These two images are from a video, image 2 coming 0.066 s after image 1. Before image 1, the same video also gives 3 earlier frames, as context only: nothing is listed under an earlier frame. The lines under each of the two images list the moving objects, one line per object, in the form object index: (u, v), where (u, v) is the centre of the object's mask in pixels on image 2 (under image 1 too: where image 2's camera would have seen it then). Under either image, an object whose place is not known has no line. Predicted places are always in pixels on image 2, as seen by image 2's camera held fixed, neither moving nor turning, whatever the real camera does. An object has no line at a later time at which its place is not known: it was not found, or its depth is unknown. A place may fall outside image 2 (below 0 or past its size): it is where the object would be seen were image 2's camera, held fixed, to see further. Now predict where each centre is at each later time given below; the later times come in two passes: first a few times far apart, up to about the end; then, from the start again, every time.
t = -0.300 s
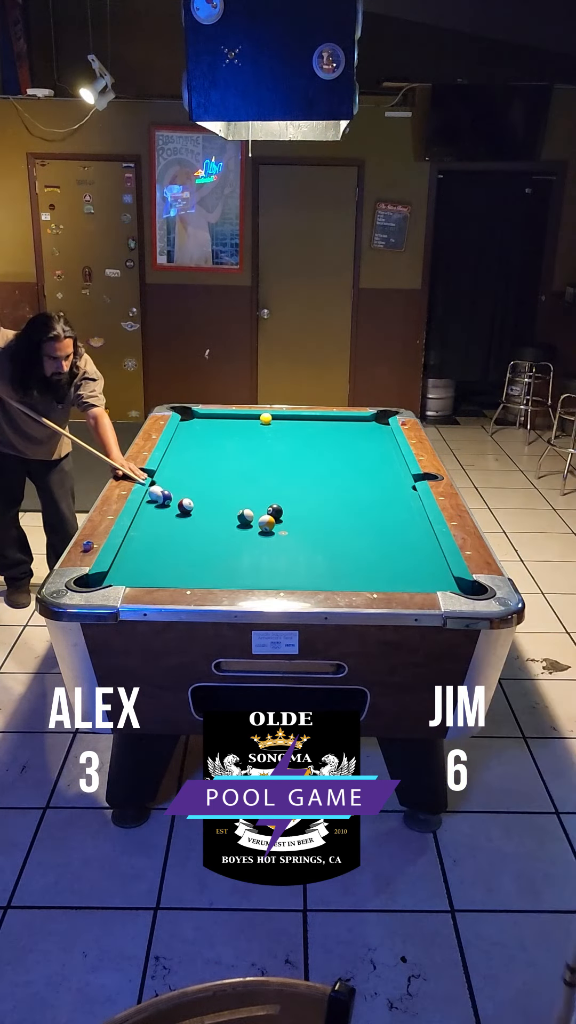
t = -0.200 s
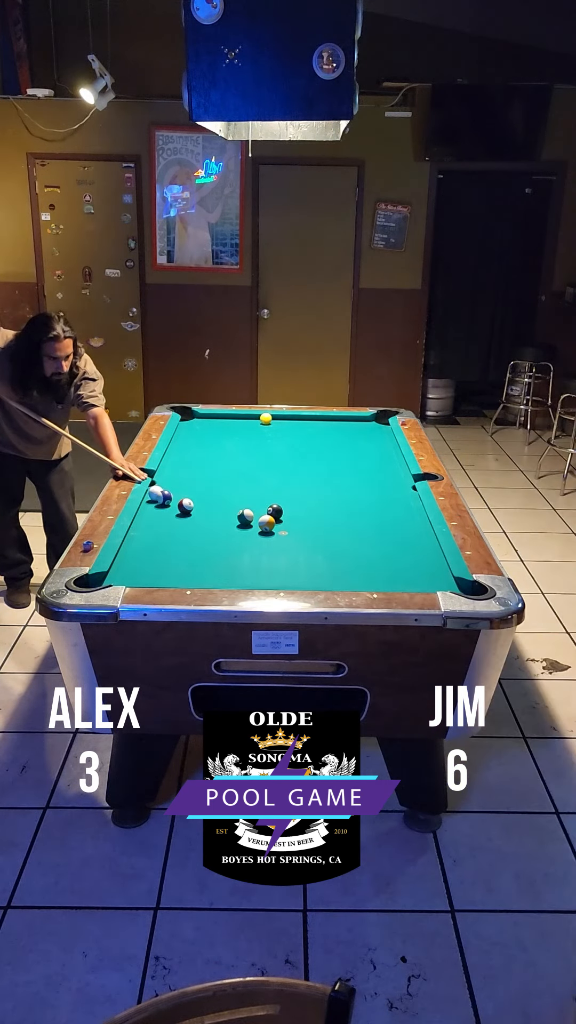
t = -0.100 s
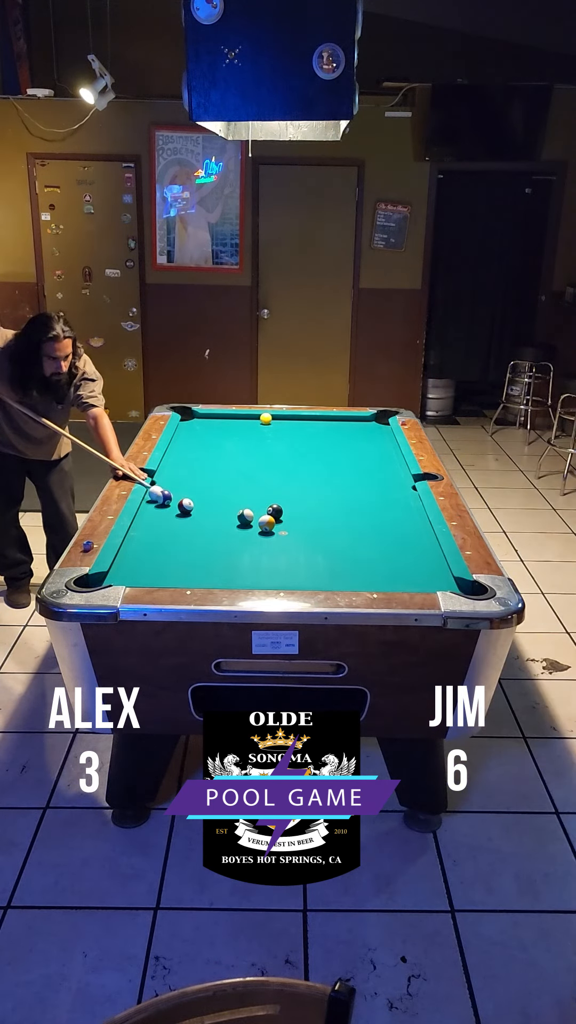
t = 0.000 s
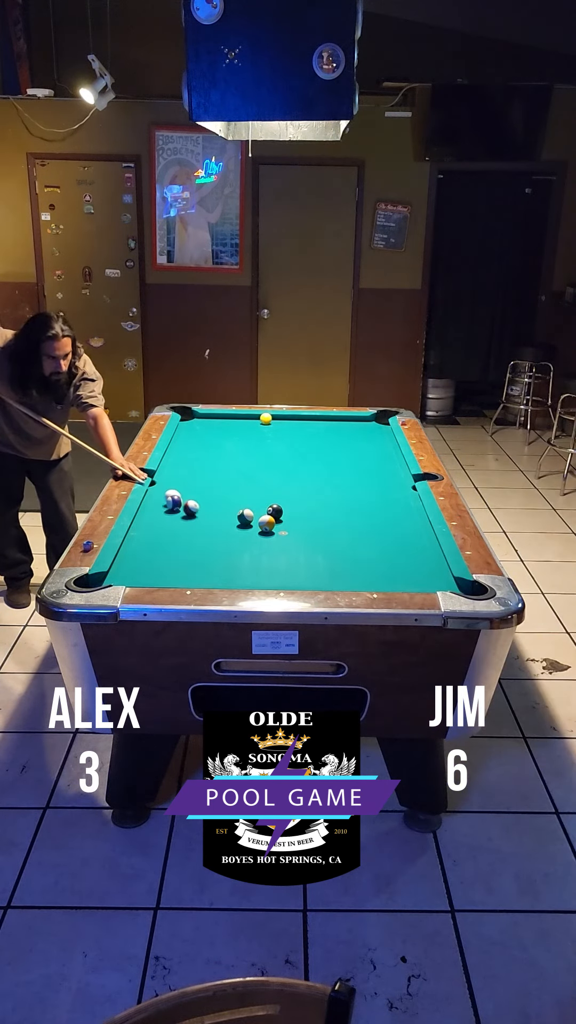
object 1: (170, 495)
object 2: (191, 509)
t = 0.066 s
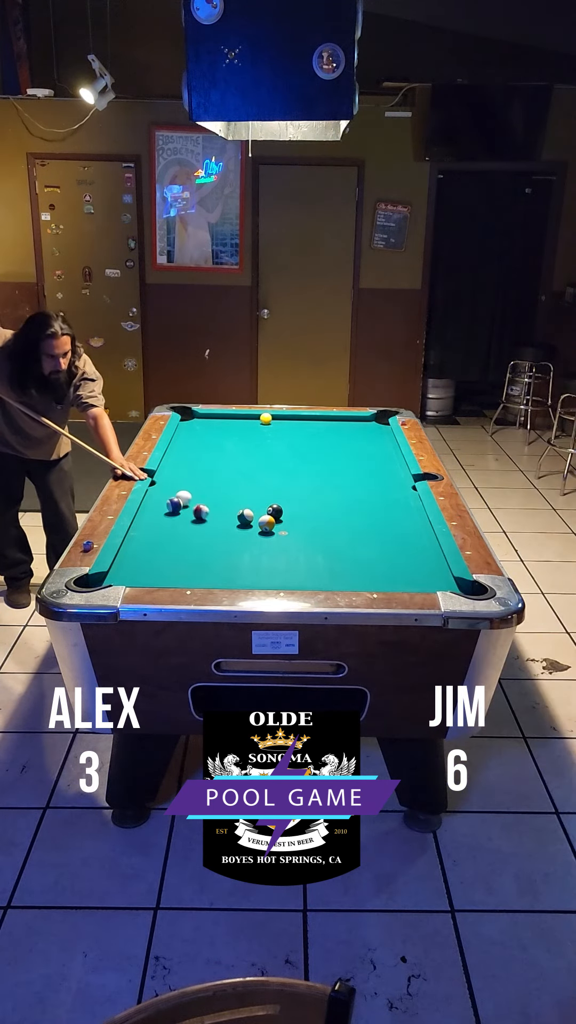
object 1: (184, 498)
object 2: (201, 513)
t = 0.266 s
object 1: (216, 502)
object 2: (225, 523)
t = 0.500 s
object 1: (254, 504)
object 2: (255, 536)
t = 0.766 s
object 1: (296, 508)
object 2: (290, 546)
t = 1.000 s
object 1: (331, 509)
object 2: (321, 557)
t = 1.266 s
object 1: (370, 511)
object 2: (358, 571)
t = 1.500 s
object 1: (402, 513)
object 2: (390, 580)
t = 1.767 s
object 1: (408, 515)
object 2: (415, 581)
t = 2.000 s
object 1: (391, 515)
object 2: (430, 578)
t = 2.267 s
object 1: (373, 515)
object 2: (441, 573)
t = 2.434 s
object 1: (363, 515)
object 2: (434, 570)
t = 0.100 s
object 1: (189, 500)
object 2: (204, 514)
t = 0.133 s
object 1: (194, 500)
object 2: (208, 516)
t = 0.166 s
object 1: (199, 501)
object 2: (213, 518)
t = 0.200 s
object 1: (205, 501)
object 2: (217, 520)
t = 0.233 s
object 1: (211, 502)
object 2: (221, 521)
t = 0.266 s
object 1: (216, 502)
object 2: (225, 523)
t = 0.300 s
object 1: (222, 502)
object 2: (230, 523)
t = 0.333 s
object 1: (227, 503)
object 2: (234, 526)
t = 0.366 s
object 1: (232, 503)
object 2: (238, 528)
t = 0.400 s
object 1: (237, 503)
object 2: (242, 529)
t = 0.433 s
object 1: (243, 503)
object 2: (246, 531)
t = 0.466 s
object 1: (249, 503)
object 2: (251, 533)
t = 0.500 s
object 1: (254, 504)
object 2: (255, 536)
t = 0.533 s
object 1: (259, 505)
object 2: (260, 536)
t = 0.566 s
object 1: (264, 505)
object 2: (264, 536)
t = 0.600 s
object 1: (268, 503)
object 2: (268, 537)
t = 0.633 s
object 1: (275, 501)
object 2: (273, 541)
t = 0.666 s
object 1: (282, 505)
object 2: (277, 541)
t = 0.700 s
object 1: (286, 507)
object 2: (281, 542)
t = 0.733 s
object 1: (291, 508)
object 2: (286, 544)
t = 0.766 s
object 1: (296, 508)
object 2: (290, 546)
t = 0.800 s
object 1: (301, 509)
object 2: (295, 548)
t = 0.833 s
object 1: (306, 509)
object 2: (299, 549)
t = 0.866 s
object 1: (311, 507)
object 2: (303, 551)
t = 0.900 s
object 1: (316, 508)
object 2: (308, 552)
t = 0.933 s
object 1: (321, 508)
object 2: (313, 555)
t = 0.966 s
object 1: (326, 509)
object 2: (317, 556)
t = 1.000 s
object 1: (331, 509)
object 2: (321, 557)
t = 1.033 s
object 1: (336, 509)
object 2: (326, 559)
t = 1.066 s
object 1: (341, 509)
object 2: (330, 561)
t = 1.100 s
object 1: (345, 510)
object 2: (335, 563)
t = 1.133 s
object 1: (350, 510)
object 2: (340, 564)
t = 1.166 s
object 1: (355, 510)
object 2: (344, 566)
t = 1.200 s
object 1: (360, 510)
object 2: (349, 567)
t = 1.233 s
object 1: (365, 511)
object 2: (353, 569)
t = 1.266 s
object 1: (370, 511)
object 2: (358, 571)
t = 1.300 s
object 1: (374, 511)
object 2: (362, 573)
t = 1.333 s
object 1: (379, 511)
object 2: (367, 574)
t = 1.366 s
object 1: (383, 512)
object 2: (371, 576)
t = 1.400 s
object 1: (388, 512)
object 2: (376, 577)
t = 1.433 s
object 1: (393, 512)
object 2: (381, 578)
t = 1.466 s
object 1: (397, 513)
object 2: (385, 580)
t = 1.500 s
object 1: (402, 513)
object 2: (390, 580)
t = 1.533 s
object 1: (406, 514)
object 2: (394, 581)
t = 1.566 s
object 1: (411, 514)
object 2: (399, 582)
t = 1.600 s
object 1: (415, 514)
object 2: (403, 582)
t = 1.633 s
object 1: (418, 514)
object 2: (406, 582)
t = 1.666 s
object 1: (415, 514)
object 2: (408, 582)
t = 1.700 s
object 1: (413, 515)
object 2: (410, 582)
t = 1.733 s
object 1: (410, 514)
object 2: (412, 581)
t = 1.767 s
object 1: (408, 515)
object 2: (415, 581)
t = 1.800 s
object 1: (405, 514)
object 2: (417, 581)
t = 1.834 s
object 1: (403, 515)
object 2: (419, 580)
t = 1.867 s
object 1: (400, 515)
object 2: (421, 580)
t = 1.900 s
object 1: (398, 515)
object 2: (424, 579)
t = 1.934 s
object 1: (396, 515)
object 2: (426, 579)
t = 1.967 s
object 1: (393, 515)
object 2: (428, 578)
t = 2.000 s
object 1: (391, 515)
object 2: (430, 578)
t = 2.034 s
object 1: (389, 515)
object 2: (432, 577)
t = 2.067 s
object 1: (386, 515)
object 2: (434, 577)
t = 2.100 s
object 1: (384, 515)
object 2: (436, 576)
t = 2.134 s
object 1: (382, 515)
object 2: (438, 576)
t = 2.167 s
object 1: (380, 515)
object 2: (439, 575)
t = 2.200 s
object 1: (378, 515)
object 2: (441, 575)
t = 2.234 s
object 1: (375, 515)
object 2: (442, 574)
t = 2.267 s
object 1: (373, 515)
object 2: (441, 573)
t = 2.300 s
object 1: (371, 515)
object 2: (440, 573)
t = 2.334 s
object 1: (369, 515)
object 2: (438, 572)
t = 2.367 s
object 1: (367, 515)
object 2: (437, 571)
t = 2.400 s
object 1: (365, 515)
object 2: (435, 571)
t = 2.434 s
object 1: (363, 515)
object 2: (434, 570)
